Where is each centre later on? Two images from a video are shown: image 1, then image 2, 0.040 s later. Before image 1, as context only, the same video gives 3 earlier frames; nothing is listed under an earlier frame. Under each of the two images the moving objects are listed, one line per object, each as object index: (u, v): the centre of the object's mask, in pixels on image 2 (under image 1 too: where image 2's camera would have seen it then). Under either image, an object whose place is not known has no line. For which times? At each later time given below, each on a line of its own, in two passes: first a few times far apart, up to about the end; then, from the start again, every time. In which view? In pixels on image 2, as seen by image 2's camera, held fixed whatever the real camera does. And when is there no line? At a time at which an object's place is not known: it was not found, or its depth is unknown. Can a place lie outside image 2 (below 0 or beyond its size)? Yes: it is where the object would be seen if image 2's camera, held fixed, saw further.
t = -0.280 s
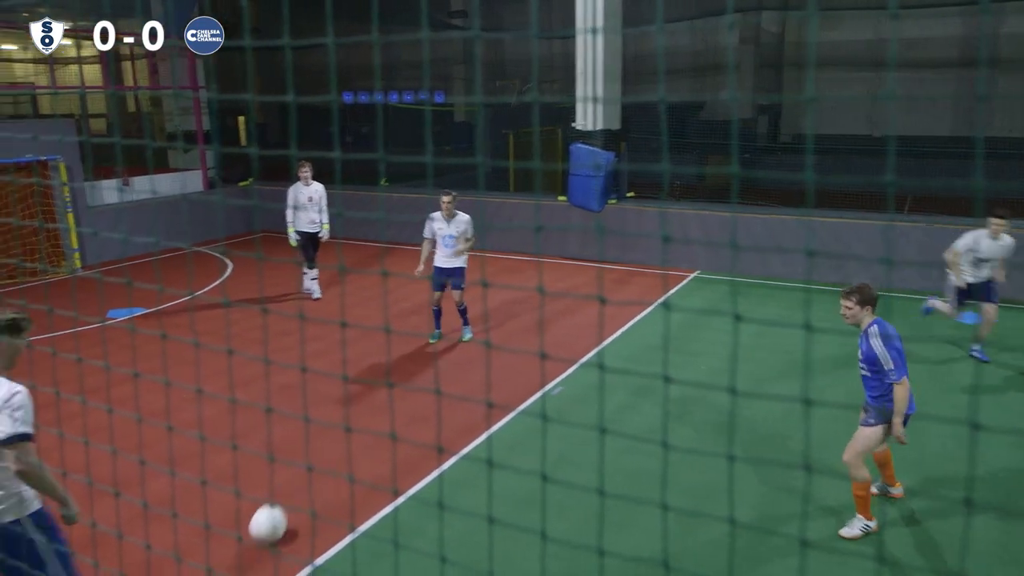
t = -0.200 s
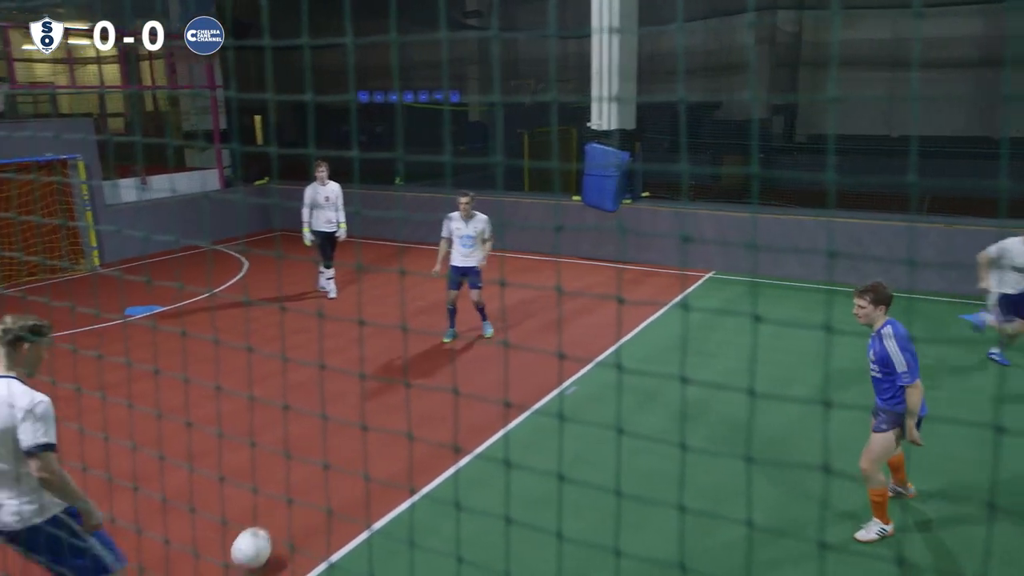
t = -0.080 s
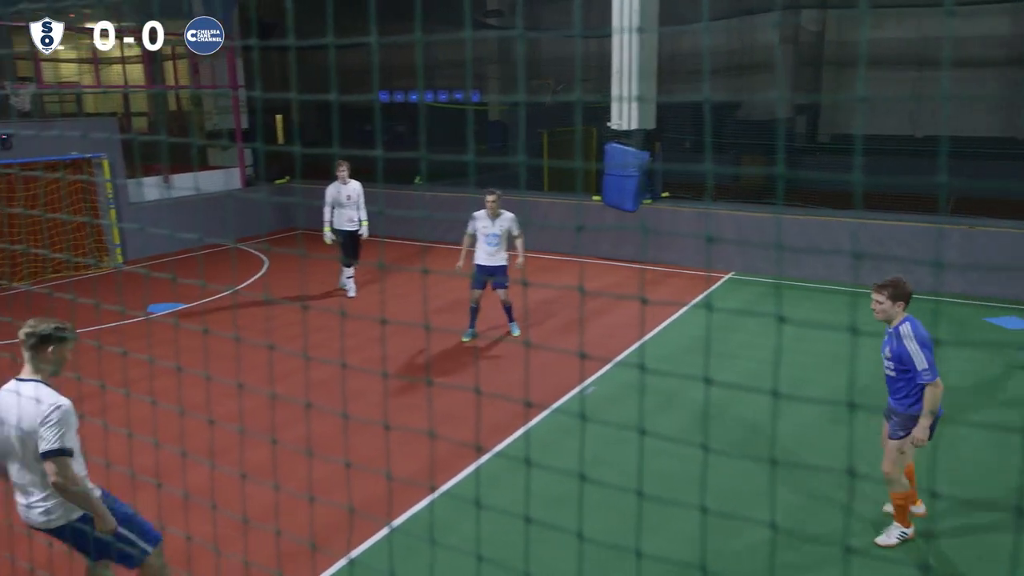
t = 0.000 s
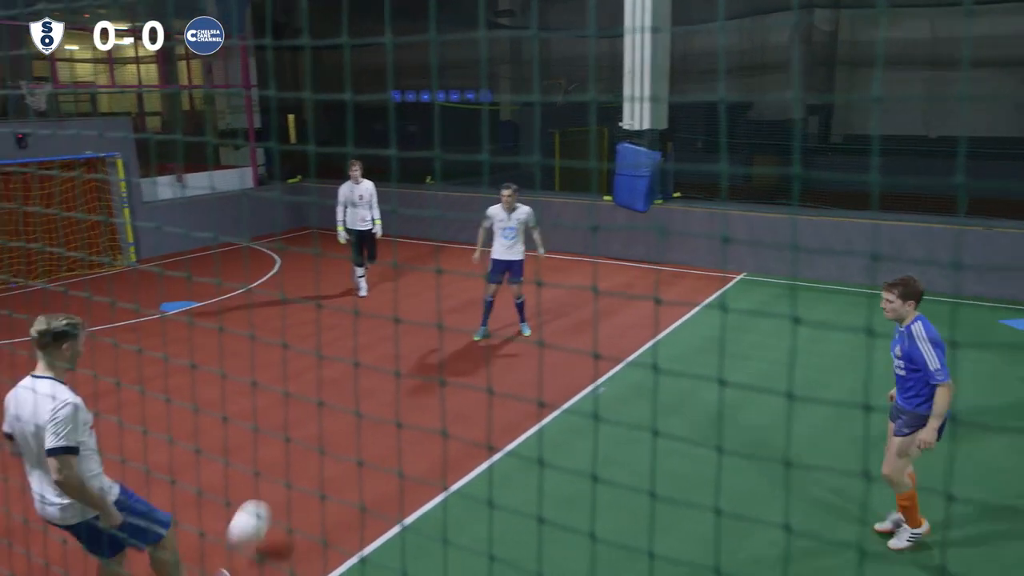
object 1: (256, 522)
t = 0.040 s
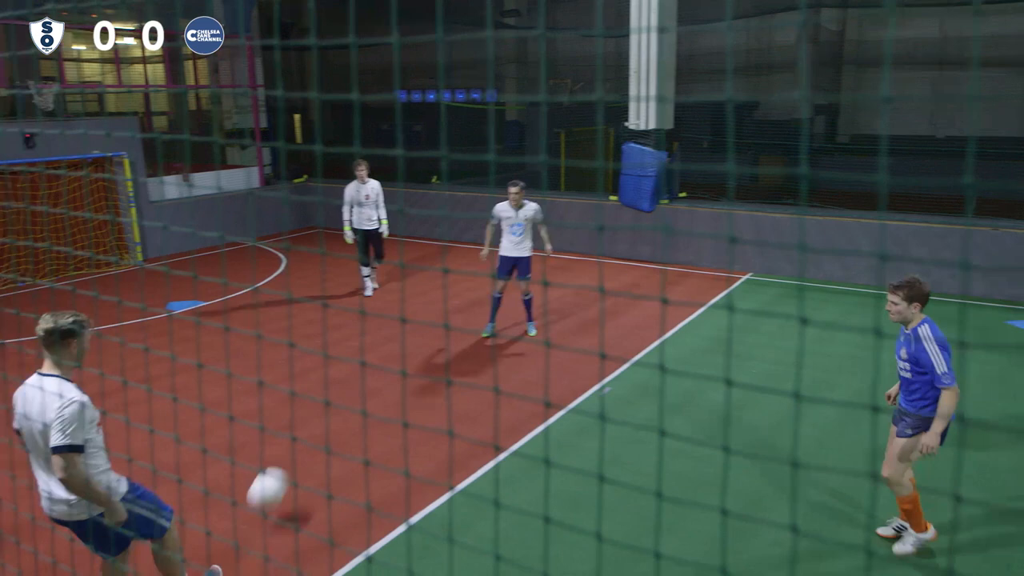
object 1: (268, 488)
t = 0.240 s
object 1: (312, 394)
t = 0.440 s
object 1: (336, 343)
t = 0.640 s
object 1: (350, 321)
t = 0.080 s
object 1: (278, 459)
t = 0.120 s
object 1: (288, 437)
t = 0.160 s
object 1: (296, 420)
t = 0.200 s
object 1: (304, 405)
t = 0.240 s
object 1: (312, 394)
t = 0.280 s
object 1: (319, 386)
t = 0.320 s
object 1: (325, 379)
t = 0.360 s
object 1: (329, 365)
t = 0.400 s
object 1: (332, 353)
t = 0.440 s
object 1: (336, 343)
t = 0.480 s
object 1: (339, 335)
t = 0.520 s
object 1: (341, 329)
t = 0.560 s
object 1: (344, 325)
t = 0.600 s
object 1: (347, 322)
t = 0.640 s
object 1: (350, 321)
